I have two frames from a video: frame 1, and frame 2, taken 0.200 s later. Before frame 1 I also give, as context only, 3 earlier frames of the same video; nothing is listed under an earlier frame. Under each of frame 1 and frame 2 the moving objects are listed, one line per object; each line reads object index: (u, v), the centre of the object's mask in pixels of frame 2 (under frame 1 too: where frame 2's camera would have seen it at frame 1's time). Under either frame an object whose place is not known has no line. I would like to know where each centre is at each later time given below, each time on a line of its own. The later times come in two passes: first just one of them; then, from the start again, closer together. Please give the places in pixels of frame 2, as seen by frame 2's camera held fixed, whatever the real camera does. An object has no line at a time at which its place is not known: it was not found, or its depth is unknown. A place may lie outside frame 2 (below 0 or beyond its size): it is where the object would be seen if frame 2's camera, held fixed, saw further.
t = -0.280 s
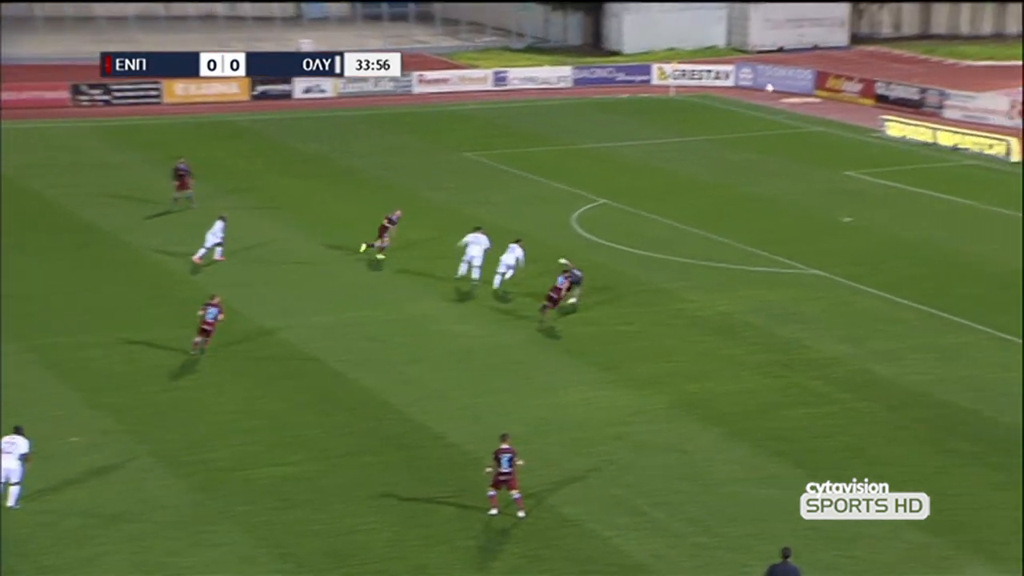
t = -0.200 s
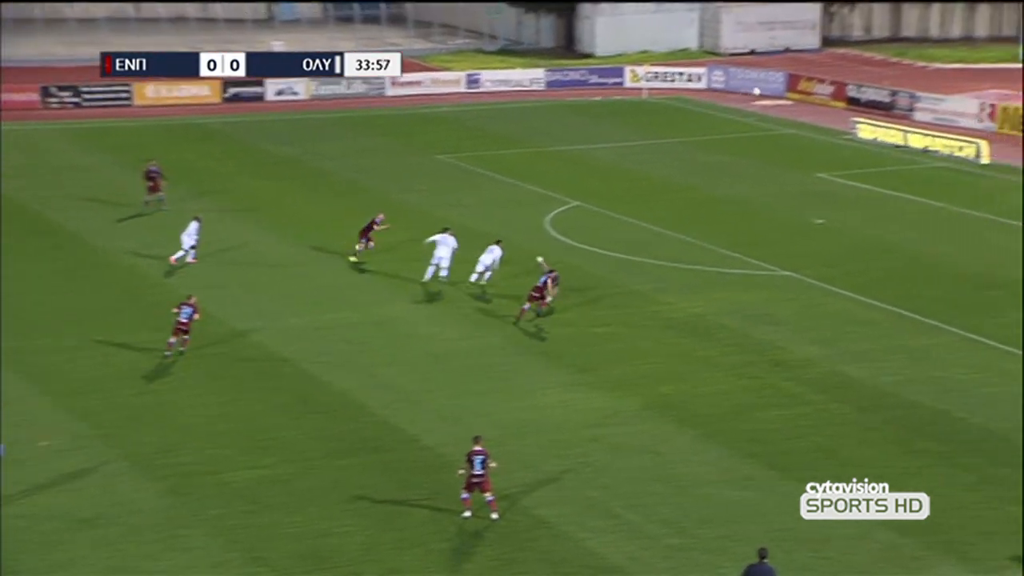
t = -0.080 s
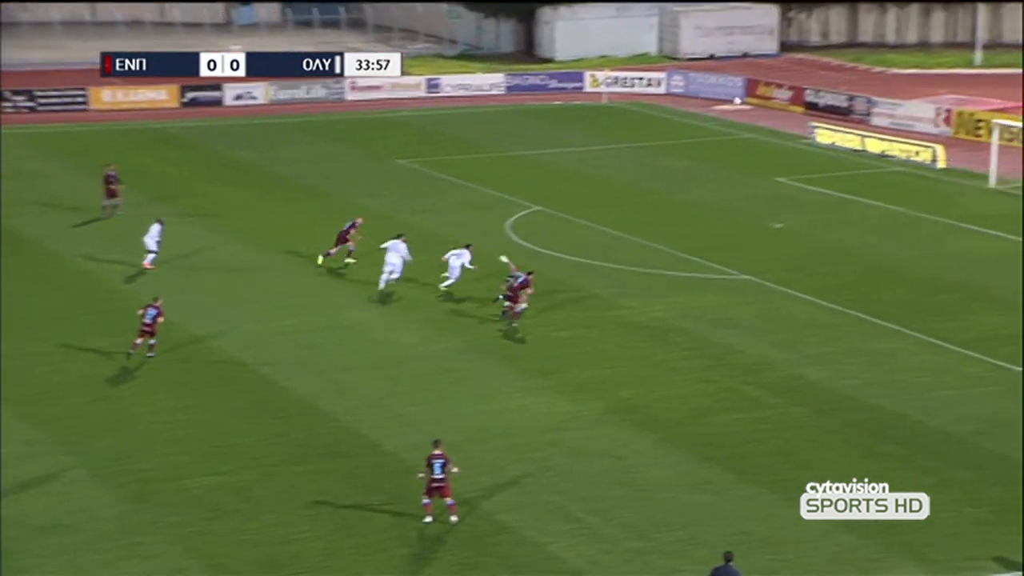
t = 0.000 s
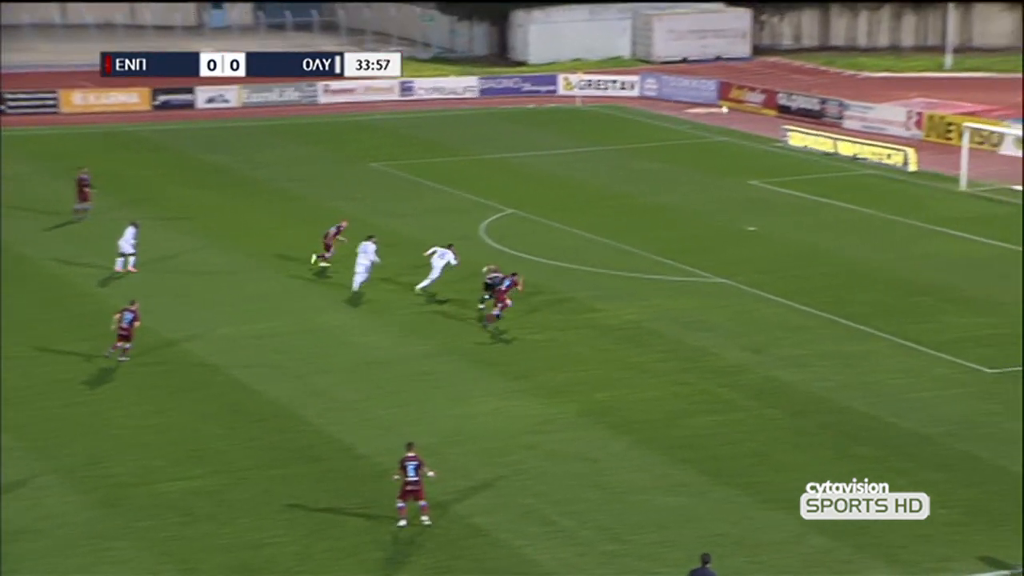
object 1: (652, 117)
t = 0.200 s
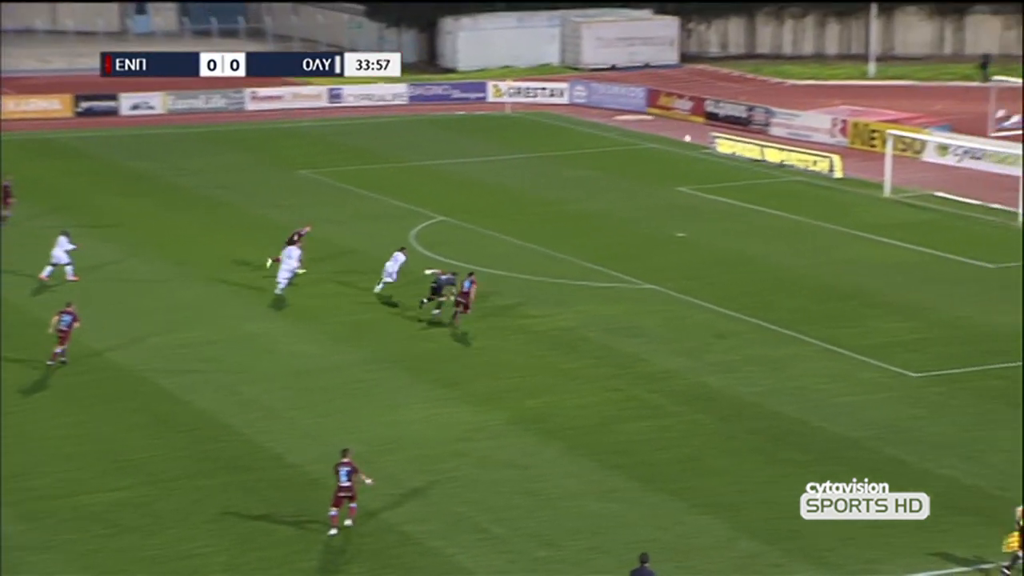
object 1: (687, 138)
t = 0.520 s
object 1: (735, 196)
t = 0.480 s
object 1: (731, 187)
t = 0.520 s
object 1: (735, 196)
